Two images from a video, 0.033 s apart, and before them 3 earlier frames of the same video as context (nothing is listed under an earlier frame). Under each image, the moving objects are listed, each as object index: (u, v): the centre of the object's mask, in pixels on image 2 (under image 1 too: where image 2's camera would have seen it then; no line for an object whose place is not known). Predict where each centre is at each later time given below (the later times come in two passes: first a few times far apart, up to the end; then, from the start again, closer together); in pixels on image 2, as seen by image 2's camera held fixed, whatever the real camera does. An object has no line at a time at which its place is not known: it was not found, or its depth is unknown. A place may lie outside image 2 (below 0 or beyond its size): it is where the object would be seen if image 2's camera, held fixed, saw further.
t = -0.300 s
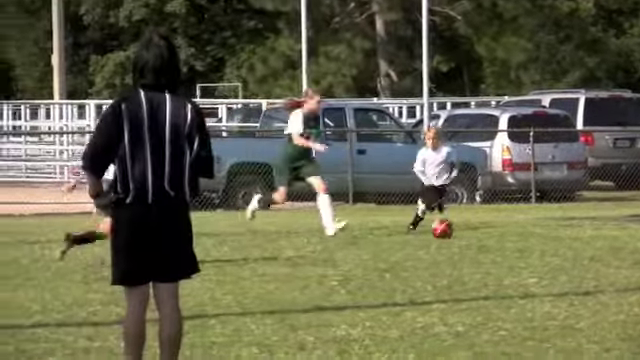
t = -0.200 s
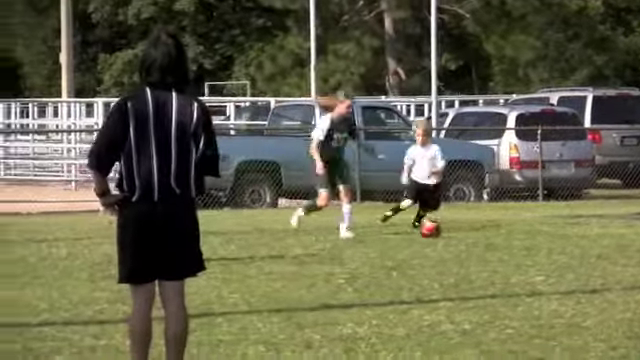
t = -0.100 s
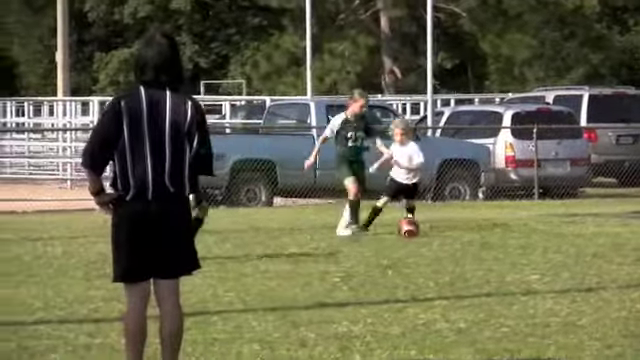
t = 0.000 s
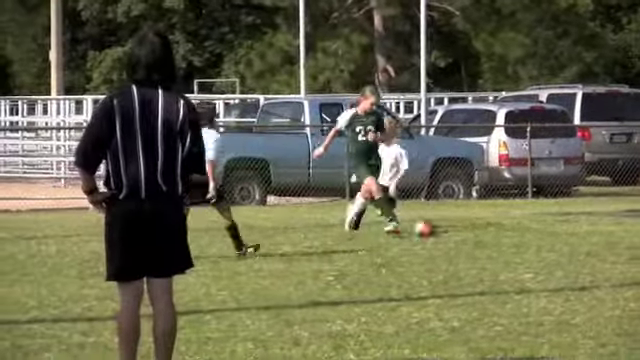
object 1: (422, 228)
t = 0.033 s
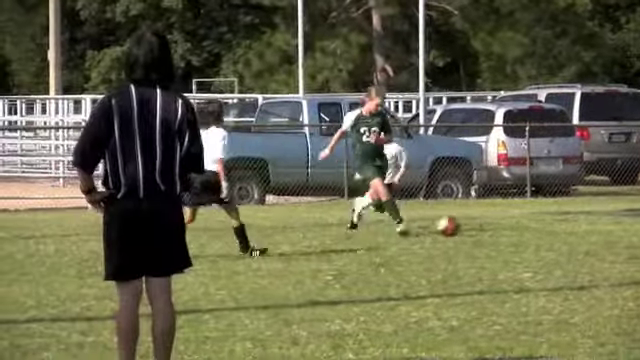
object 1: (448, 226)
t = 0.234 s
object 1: (596, 229)
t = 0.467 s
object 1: (753, 230)
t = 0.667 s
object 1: (875, 233)
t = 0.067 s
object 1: (472, 224)
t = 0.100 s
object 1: (496, 223)
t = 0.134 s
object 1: (520, 223)
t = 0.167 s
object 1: (545, 224)
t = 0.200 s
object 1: (570, 227)
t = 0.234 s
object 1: (596, 229)
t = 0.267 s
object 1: (620, 230)
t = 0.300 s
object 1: (642, 227)
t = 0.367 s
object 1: (684, 225)
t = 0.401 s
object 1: (707, 225)
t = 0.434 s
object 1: (730, 227)
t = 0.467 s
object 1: (753, 230)
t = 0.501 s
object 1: (776, 232)
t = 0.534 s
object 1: (798, 231)
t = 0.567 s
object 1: (817, 230)
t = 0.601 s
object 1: (836, 230)
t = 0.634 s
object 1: (858, 230)
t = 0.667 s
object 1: (875, 233)
